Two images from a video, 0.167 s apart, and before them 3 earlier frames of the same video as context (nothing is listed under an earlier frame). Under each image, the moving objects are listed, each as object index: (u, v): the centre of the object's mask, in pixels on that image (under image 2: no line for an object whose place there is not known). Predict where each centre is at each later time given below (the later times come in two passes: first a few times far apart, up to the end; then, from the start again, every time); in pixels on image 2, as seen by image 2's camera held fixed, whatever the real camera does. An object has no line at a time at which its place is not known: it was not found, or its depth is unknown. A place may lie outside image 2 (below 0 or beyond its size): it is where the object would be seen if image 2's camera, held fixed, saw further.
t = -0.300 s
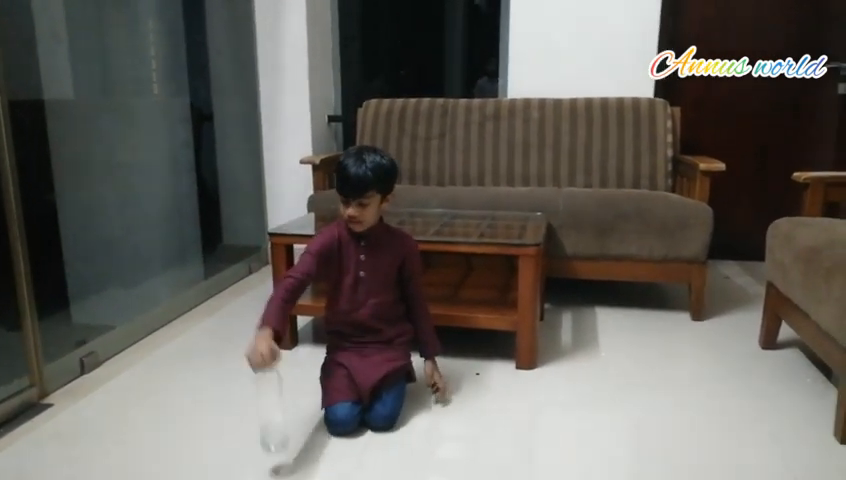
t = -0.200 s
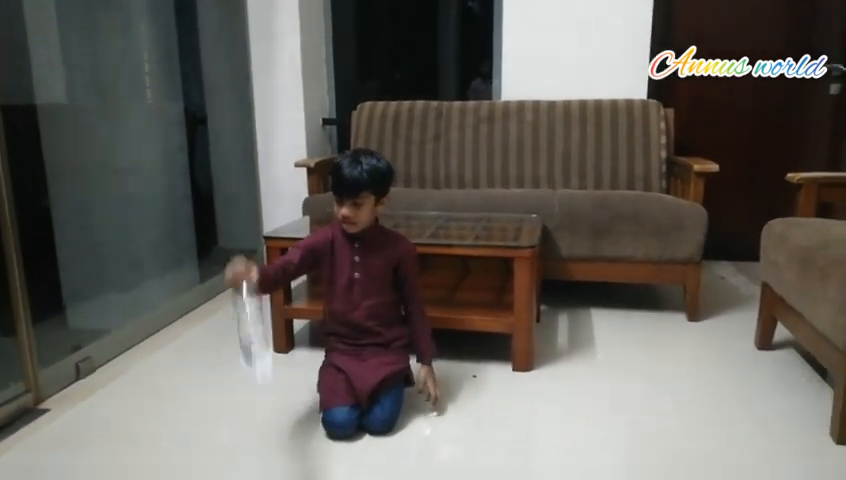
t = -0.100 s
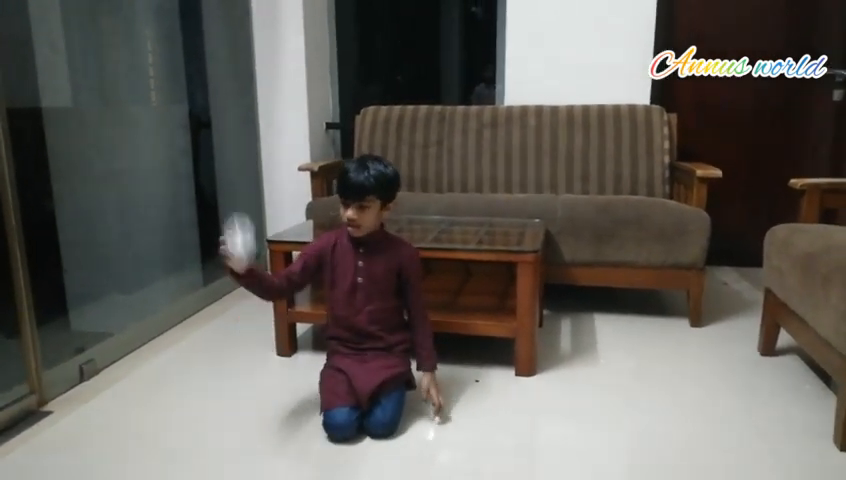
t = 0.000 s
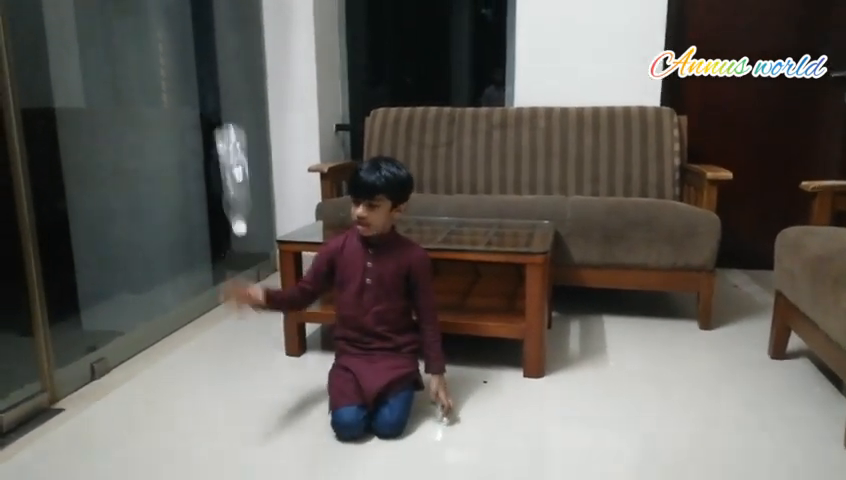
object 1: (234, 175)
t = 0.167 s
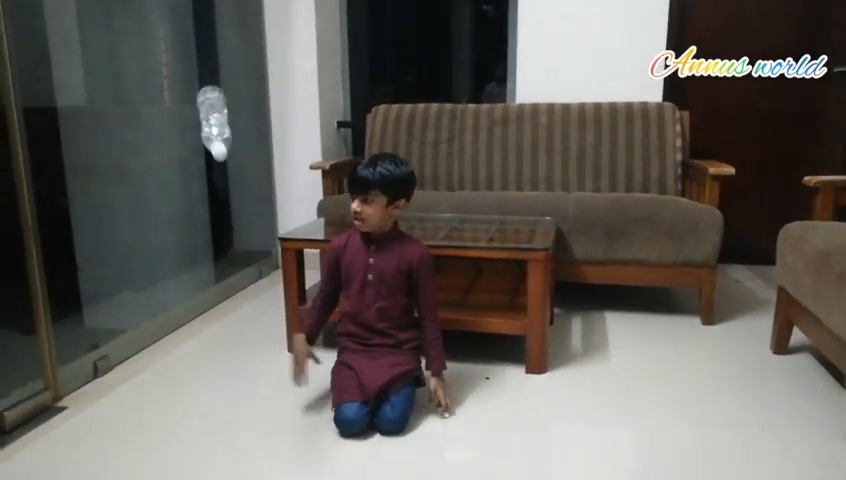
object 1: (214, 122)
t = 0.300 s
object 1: (204, 164)
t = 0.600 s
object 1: (204, 387)
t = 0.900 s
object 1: (199, 378)
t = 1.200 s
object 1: (201, 378)
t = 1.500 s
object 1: (201, 378)
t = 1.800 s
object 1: (200, 378)
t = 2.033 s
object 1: (199, 378)
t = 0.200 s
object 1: (211, 122)
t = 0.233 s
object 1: (208, 129)
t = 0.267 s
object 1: (206, 144)
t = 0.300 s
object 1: (204, 164)
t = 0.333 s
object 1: (203, 185)
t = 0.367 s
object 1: (203, 211)
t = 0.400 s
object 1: (202, 238)
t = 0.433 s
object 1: (202, 269)
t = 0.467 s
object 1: (202, 301)
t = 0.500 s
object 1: (207, 356)
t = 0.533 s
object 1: (205, 373)
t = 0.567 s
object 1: (205, 381)
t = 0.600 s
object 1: (204, 387)
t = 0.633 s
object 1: (202, 384)
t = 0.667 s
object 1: (201, 384)
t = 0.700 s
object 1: (201, 383)
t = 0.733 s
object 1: (201, 382)
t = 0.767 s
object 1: (200, 380)
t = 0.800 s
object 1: (200, 380)
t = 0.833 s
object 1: (199, 379)
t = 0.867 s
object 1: (199, 379)
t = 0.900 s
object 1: (199, 378)
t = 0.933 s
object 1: (199, 378)
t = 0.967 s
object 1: (199, 378)
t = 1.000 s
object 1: (199, 378)
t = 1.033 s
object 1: (199, 379)
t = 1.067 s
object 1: (199, 378)
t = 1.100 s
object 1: (199, 379)
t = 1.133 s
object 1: (199, 378)
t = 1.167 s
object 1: (200, 378)
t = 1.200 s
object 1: (201, 378)
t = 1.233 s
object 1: (201, 378)
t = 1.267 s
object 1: (201, 378)
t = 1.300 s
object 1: (200, 378)
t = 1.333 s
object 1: (200, 378)
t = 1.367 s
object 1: (200, 378)
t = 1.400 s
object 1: (200, 378)
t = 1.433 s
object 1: (201, 378)
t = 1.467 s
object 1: (201, 378)
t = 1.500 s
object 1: (201, 378)
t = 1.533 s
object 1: (201, 378)
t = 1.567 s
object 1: (201, 378)
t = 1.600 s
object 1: (200, 378)
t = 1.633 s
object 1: (201, 378)
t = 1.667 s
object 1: (200, 378)
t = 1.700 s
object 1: (200, 378)
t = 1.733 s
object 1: (200, 378)
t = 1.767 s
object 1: (200, 378)
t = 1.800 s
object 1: (200, 378)
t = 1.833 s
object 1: (200, 378)
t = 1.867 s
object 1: (199, 378)
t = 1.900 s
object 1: (199, 378)
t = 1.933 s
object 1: (199, 378)
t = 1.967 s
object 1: (199, 378)
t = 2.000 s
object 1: (199, 378)
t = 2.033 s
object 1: (199, 378)
